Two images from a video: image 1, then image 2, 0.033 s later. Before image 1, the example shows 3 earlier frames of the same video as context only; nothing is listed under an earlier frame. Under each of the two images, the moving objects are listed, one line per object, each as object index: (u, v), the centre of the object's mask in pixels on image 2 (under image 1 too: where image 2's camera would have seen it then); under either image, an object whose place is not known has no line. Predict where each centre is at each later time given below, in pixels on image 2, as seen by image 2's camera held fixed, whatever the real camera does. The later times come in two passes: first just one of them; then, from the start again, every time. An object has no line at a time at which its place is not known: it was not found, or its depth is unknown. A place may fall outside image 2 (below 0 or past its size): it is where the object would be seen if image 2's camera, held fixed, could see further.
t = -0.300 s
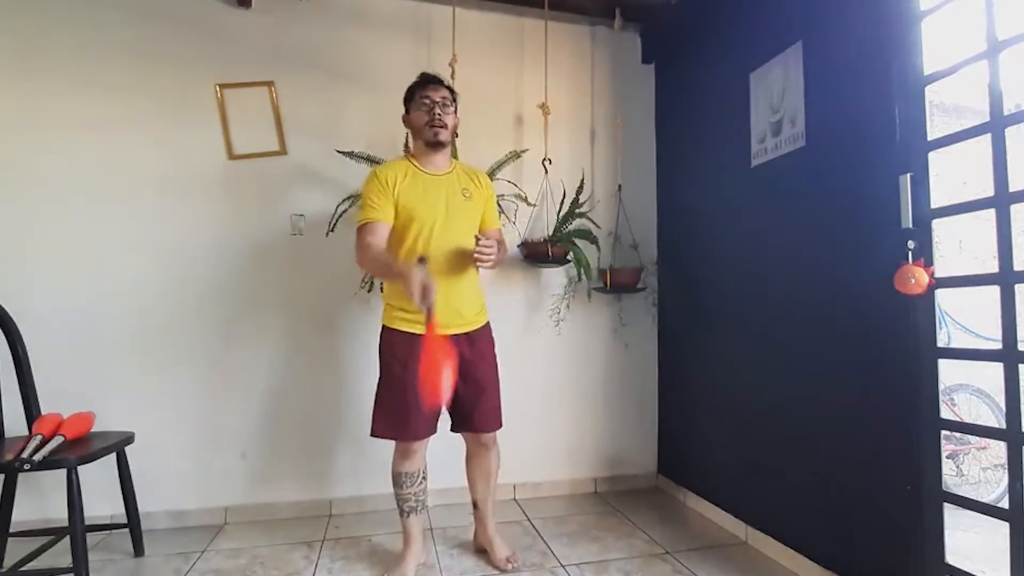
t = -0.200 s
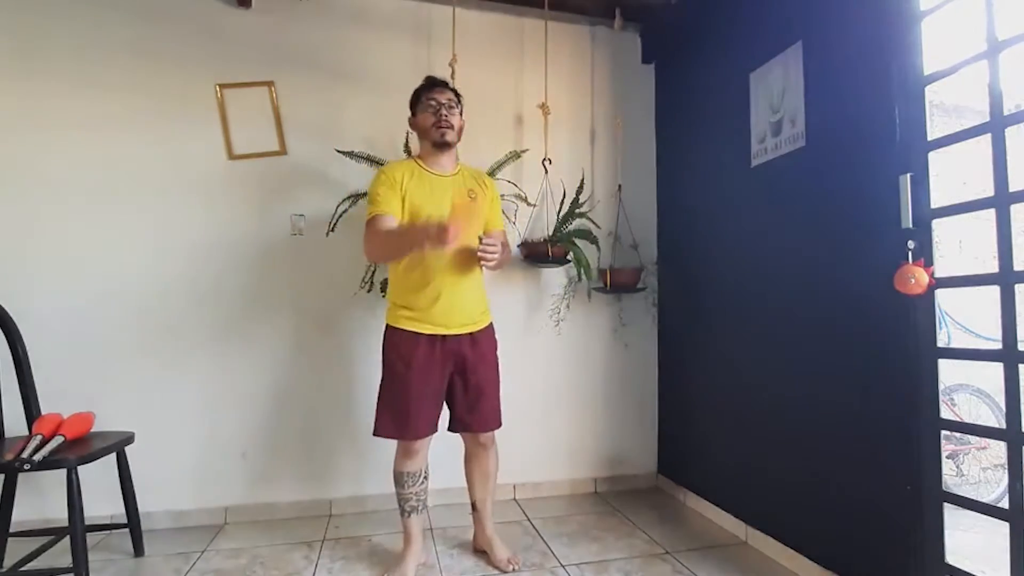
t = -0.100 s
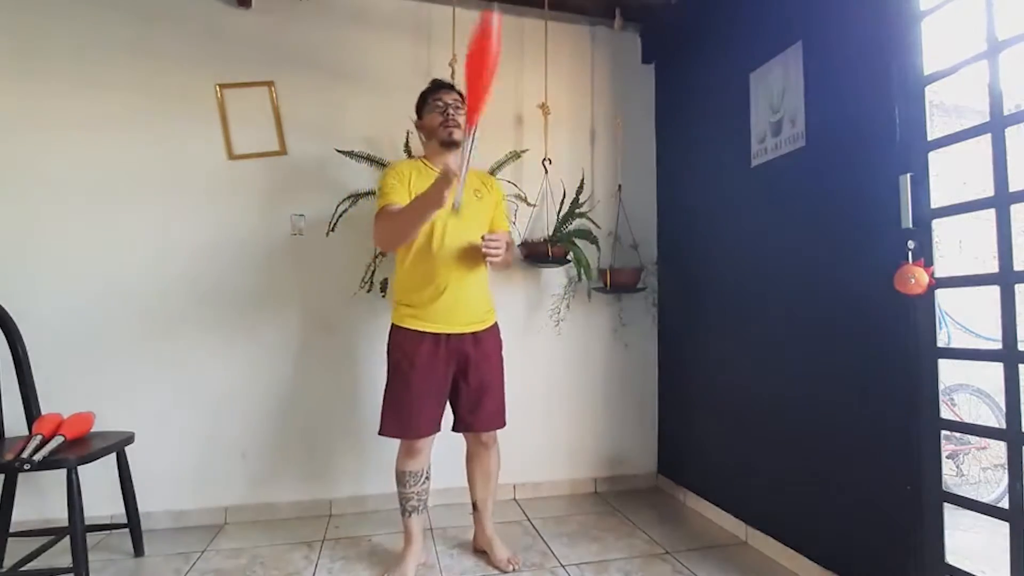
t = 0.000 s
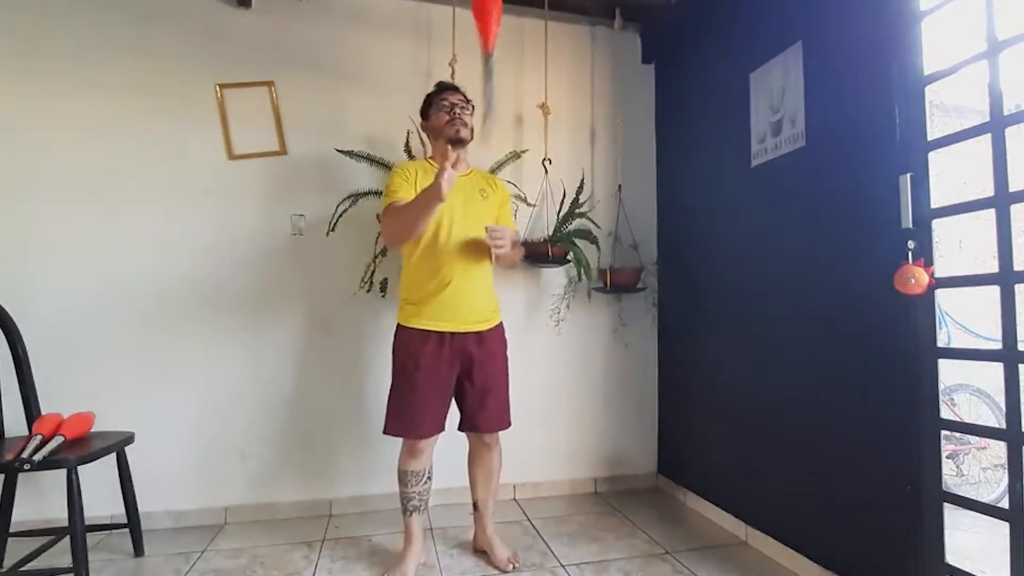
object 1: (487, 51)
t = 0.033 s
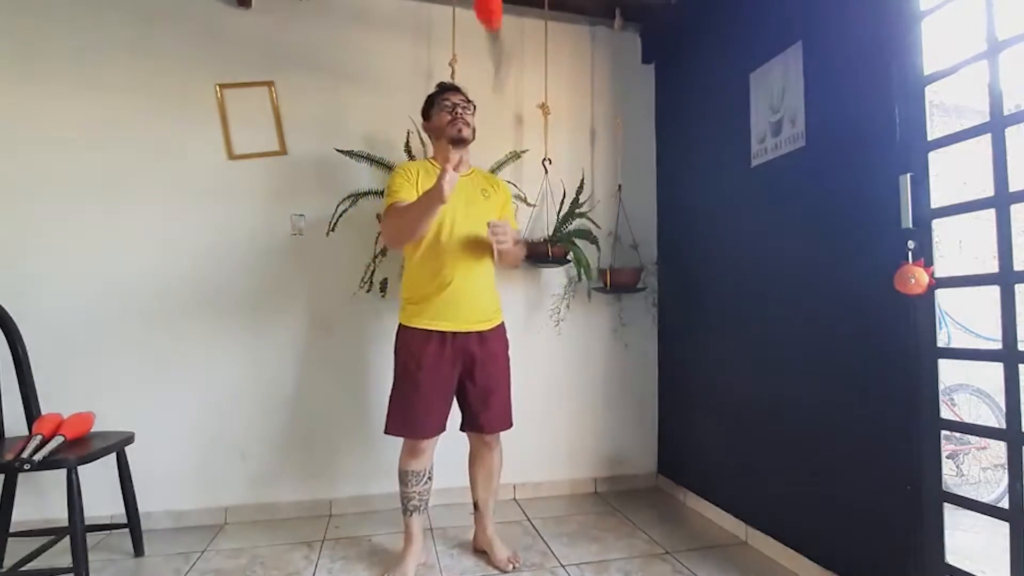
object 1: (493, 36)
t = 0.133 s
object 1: (496, 28)
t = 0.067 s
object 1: (490, 13)
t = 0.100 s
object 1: (493, 19)
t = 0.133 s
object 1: (496, 28)
